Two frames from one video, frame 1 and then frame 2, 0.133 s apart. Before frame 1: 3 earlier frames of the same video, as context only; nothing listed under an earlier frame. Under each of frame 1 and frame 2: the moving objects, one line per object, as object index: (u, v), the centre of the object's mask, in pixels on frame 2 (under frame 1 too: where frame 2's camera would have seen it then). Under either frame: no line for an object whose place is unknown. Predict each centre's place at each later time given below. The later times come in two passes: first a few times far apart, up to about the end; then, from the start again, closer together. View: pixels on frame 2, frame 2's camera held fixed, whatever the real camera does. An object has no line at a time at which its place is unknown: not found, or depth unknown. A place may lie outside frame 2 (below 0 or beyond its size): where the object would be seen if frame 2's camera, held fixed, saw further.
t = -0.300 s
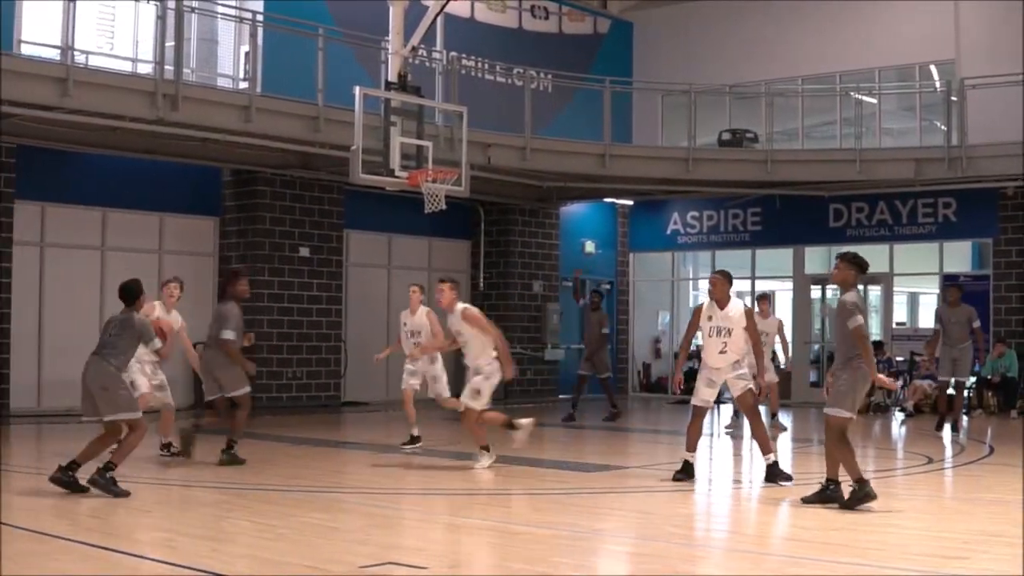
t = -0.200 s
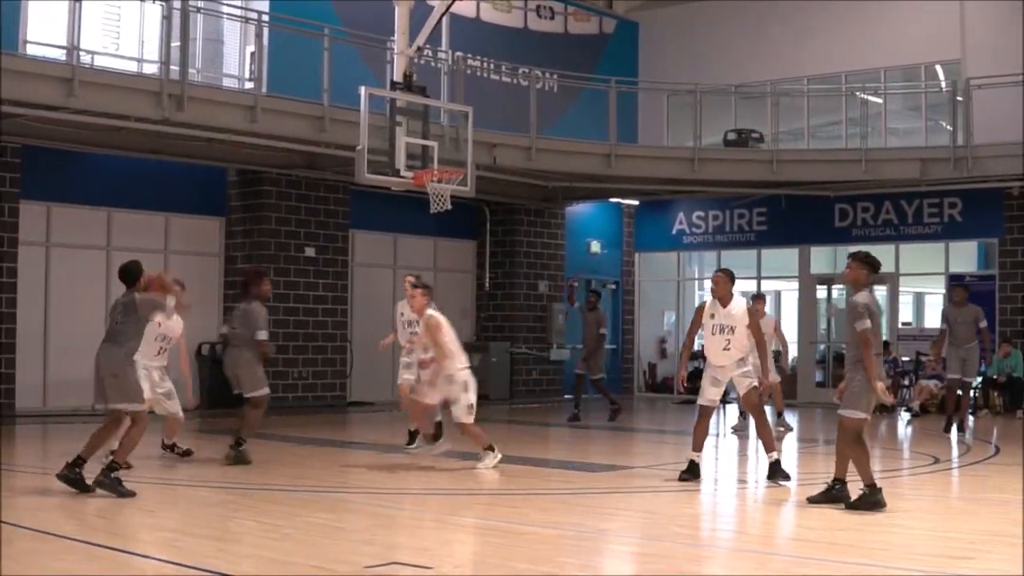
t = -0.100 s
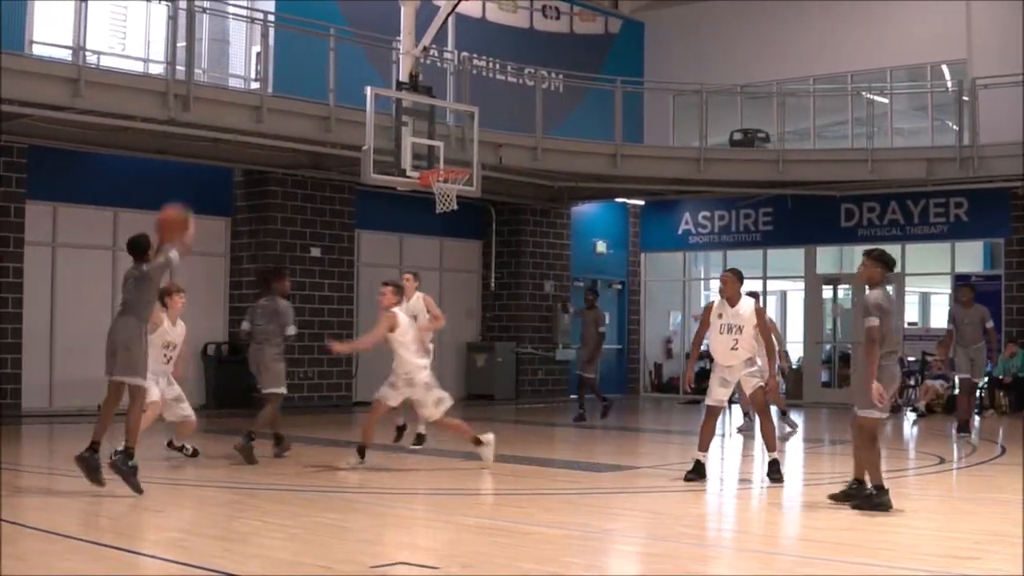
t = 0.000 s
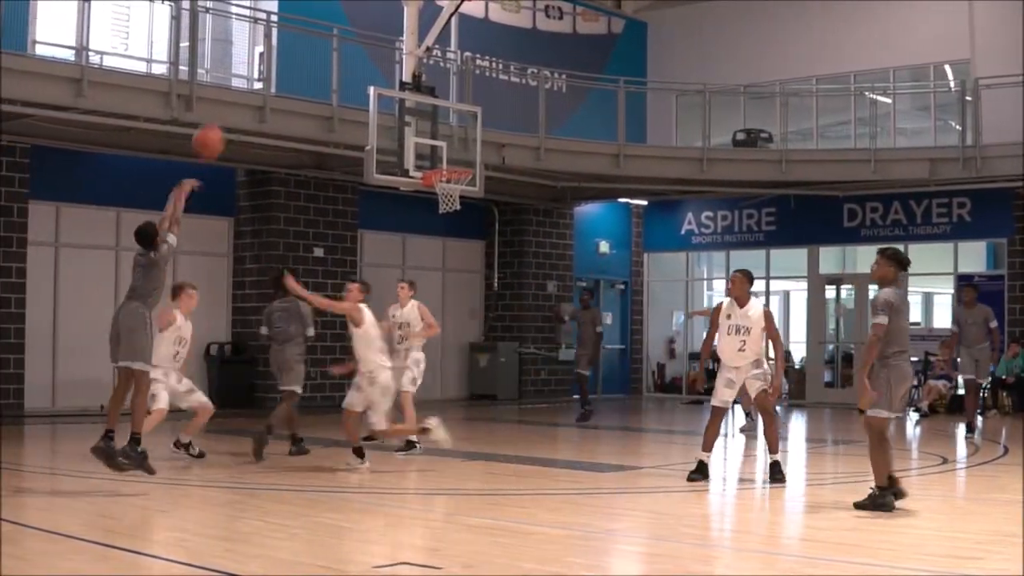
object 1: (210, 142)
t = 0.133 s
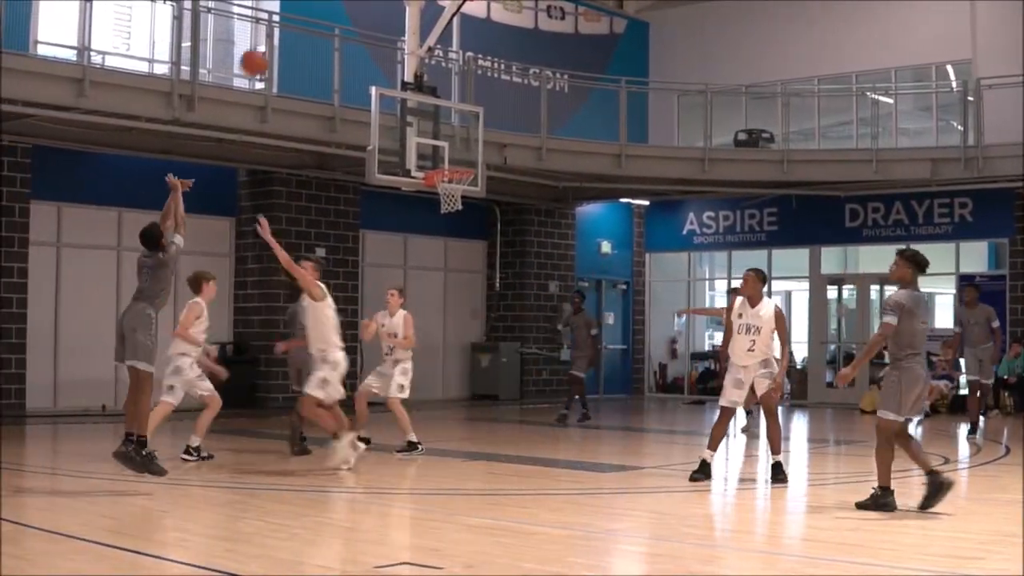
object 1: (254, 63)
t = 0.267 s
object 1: (292, 12)
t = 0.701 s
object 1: (382, 7)
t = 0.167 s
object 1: (264, 47)
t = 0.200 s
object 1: (274, 34)
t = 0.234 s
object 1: (283, 22)
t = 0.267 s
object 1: (292, 12)
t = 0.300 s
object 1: (299, 8)
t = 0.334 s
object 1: (307, 5)
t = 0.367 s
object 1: (316, 2)
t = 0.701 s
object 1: (382, 7)
